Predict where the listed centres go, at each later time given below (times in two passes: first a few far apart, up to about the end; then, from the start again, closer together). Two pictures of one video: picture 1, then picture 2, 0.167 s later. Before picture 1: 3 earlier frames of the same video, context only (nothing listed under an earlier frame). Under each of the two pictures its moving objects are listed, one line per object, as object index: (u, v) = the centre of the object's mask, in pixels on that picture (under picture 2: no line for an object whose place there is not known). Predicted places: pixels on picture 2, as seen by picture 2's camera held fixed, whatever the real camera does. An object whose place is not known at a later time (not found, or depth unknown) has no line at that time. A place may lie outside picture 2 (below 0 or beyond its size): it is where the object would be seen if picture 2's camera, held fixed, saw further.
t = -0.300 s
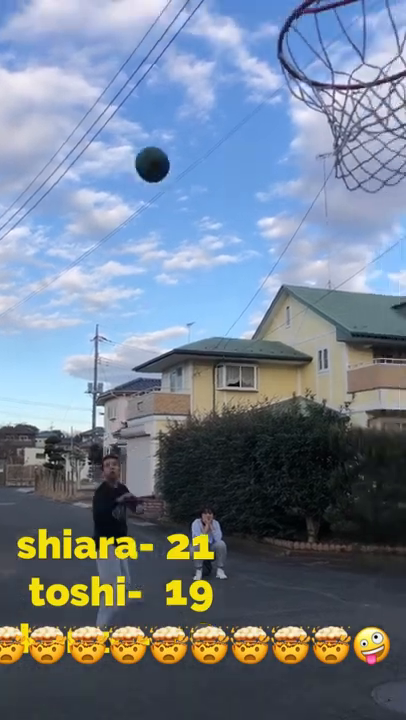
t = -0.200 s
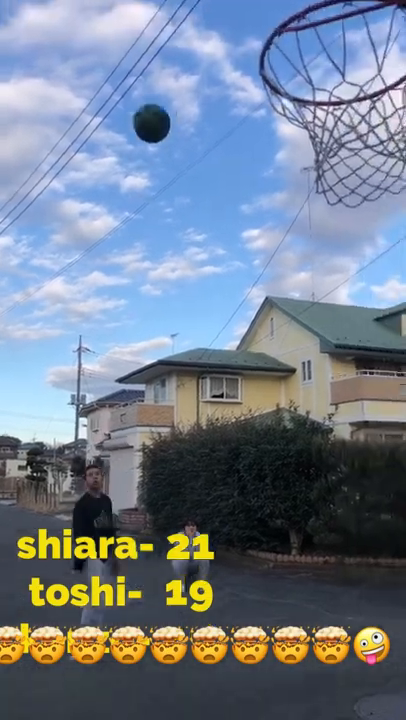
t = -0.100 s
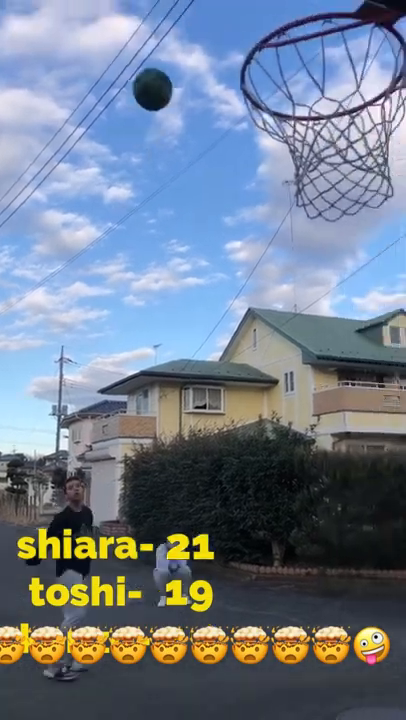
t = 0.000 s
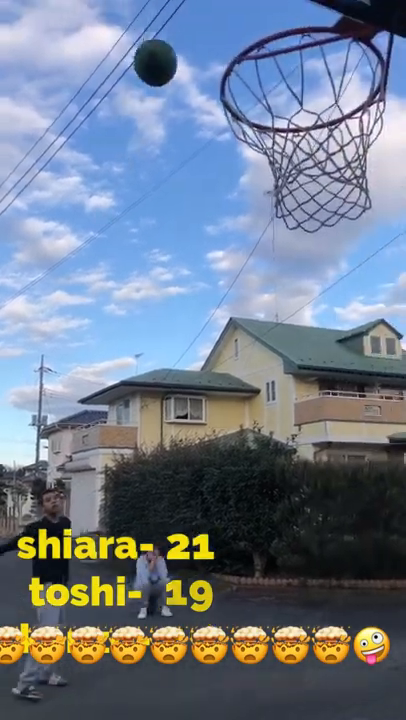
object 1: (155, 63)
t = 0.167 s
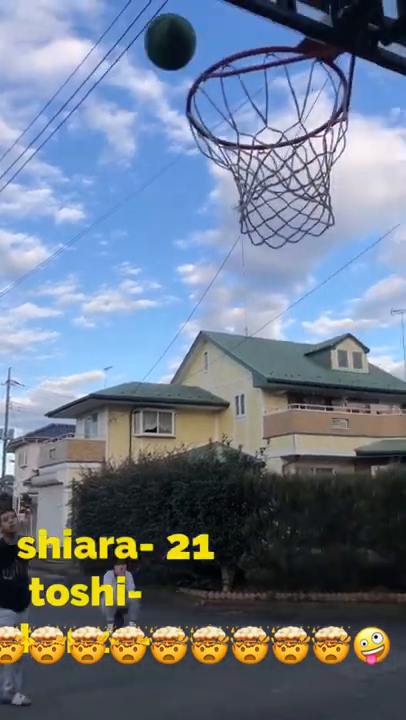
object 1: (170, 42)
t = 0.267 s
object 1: (208, 37)
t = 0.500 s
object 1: (271, 135)
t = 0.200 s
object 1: (182, 38)
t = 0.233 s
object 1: (195, 38)
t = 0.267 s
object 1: (208, 37)
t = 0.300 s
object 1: (225, 43)
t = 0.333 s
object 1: (243, 51)
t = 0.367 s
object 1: (261, 62)
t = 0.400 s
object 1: (282, 79)
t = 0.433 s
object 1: (301, 100)
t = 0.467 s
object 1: (289, 113)
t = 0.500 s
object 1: (271, 135)
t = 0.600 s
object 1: (214, 205)
